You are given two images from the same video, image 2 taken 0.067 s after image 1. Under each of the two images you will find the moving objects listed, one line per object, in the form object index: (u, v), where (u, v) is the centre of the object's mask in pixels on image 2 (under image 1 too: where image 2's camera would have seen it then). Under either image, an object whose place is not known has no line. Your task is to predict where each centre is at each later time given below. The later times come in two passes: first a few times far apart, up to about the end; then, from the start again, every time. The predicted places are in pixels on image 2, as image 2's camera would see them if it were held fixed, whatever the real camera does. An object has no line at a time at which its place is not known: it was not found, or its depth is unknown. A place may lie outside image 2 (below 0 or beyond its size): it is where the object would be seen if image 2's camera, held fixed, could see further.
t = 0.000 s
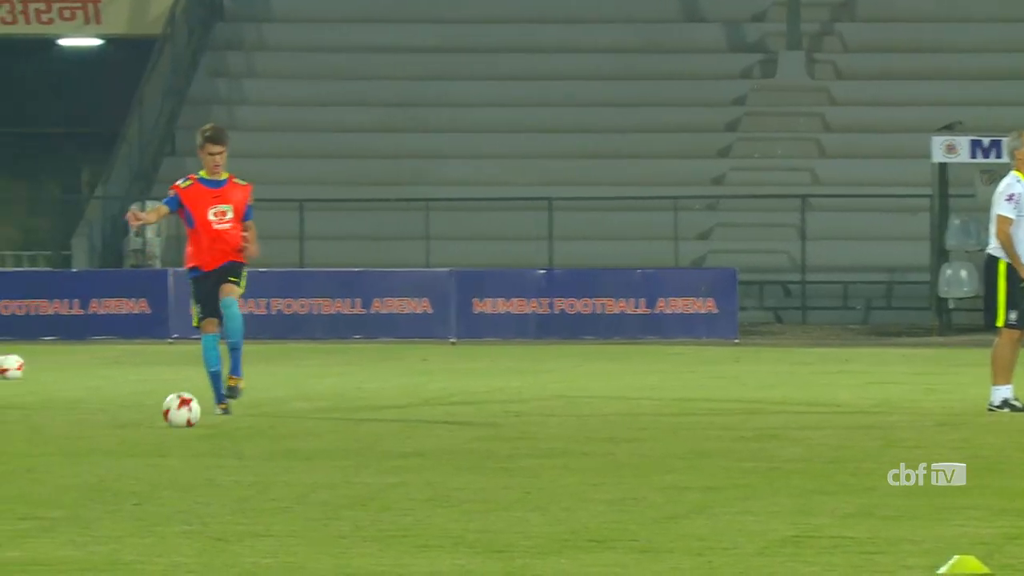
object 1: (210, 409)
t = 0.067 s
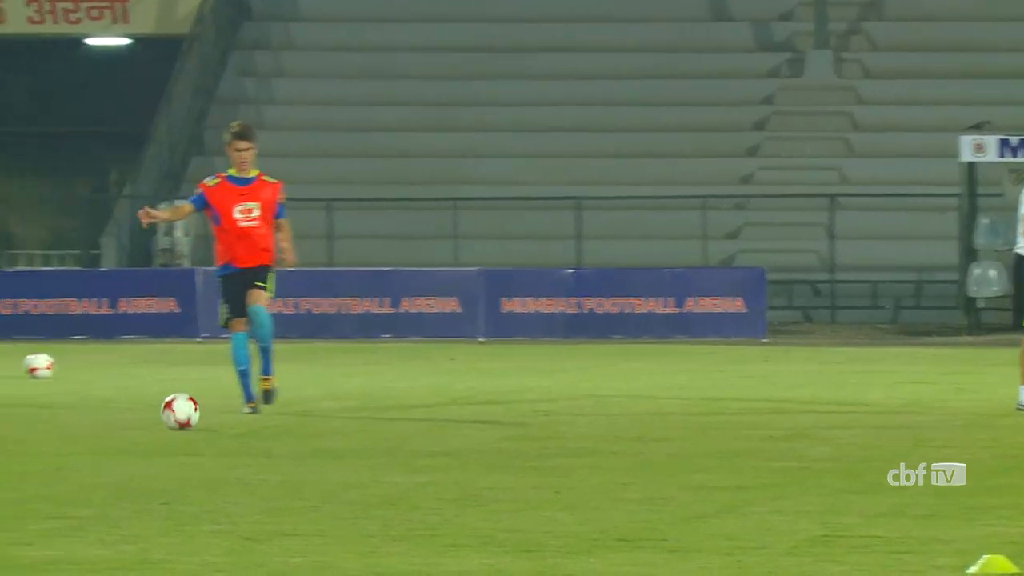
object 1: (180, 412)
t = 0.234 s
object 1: (104, 423)
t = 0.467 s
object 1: (3, 431)
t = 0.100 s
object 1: (165, 414)
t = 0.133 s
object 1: (150, 417)
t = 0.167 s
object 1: (135, 419)
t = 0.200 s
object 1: (119, 422)
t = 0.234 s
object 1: (104, 423)
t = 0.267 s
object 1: (89, 424)
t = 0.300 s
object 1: (75, 425)
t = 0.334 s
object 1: (60, 427)
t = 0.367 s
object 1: (45, 429)
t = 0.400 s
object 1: (31, 430)
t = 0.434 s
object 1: (18, 429)
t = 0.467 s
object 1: (3, 431)
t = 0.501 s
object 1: (-11, 435)
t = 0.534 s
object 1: (-25, 439)
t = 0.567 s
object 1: (-38, 443)
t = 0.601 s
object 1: (-49, 442)
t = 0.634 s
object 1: (-60, 441)
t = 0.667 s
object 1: (-72, 441)
